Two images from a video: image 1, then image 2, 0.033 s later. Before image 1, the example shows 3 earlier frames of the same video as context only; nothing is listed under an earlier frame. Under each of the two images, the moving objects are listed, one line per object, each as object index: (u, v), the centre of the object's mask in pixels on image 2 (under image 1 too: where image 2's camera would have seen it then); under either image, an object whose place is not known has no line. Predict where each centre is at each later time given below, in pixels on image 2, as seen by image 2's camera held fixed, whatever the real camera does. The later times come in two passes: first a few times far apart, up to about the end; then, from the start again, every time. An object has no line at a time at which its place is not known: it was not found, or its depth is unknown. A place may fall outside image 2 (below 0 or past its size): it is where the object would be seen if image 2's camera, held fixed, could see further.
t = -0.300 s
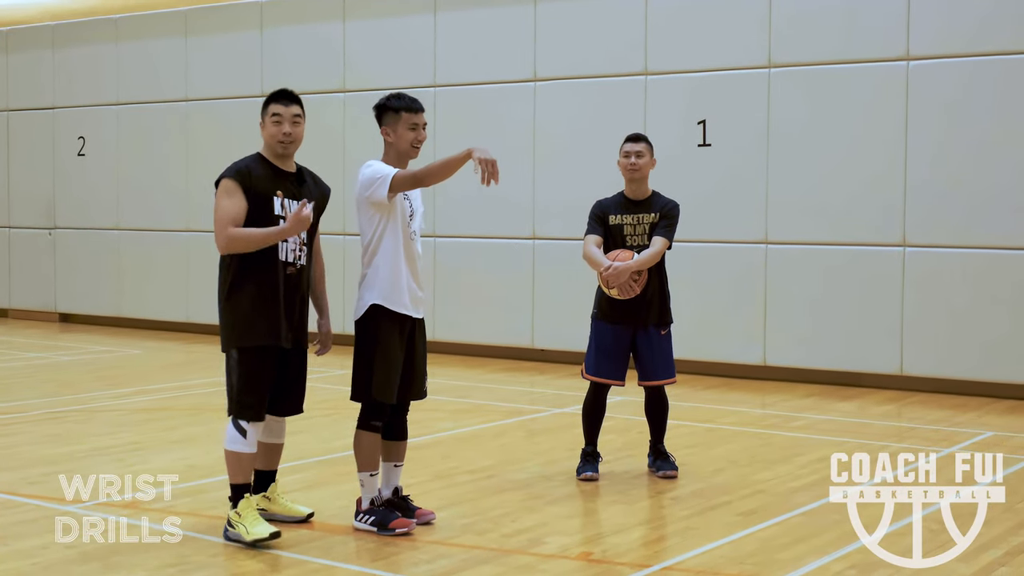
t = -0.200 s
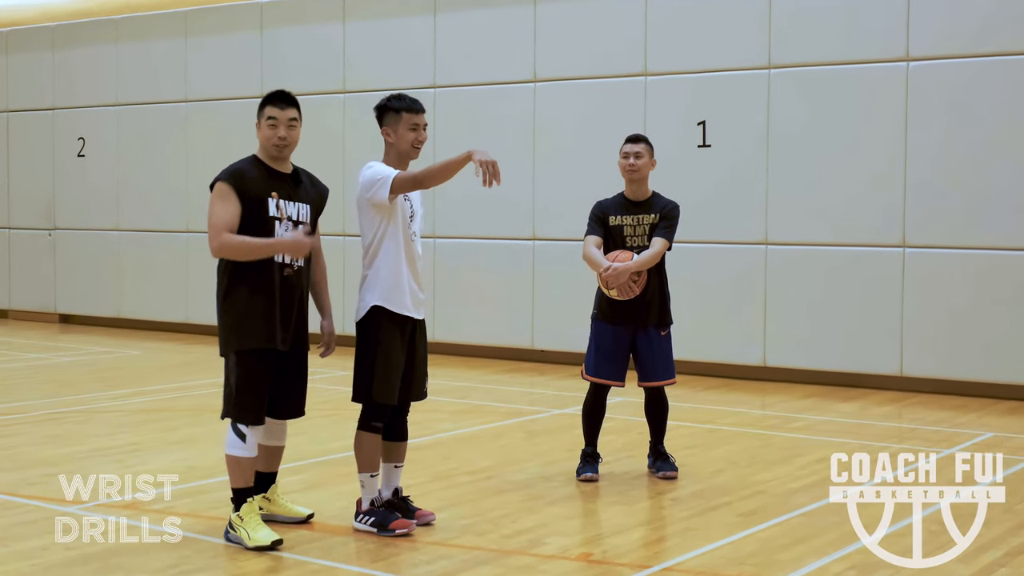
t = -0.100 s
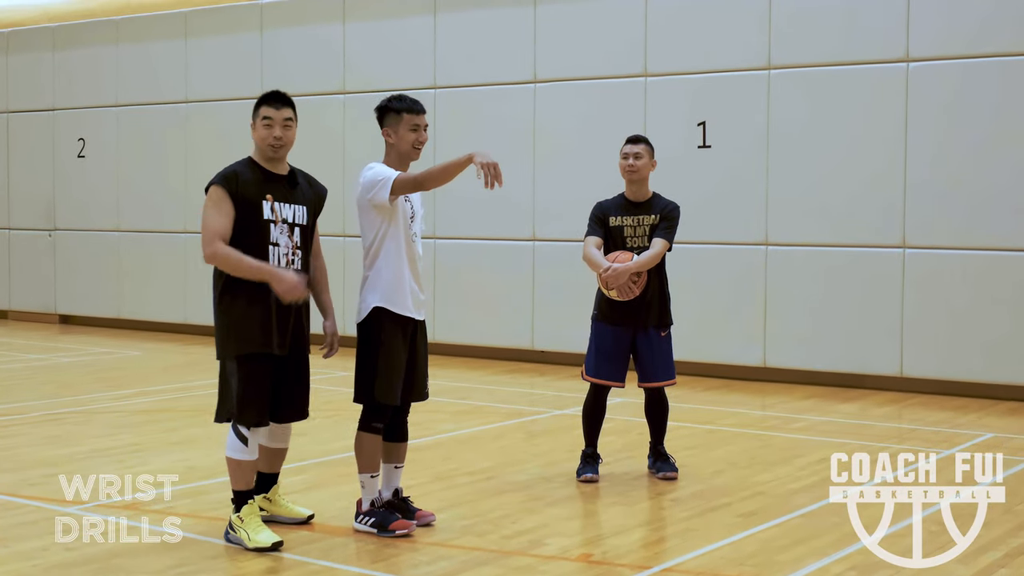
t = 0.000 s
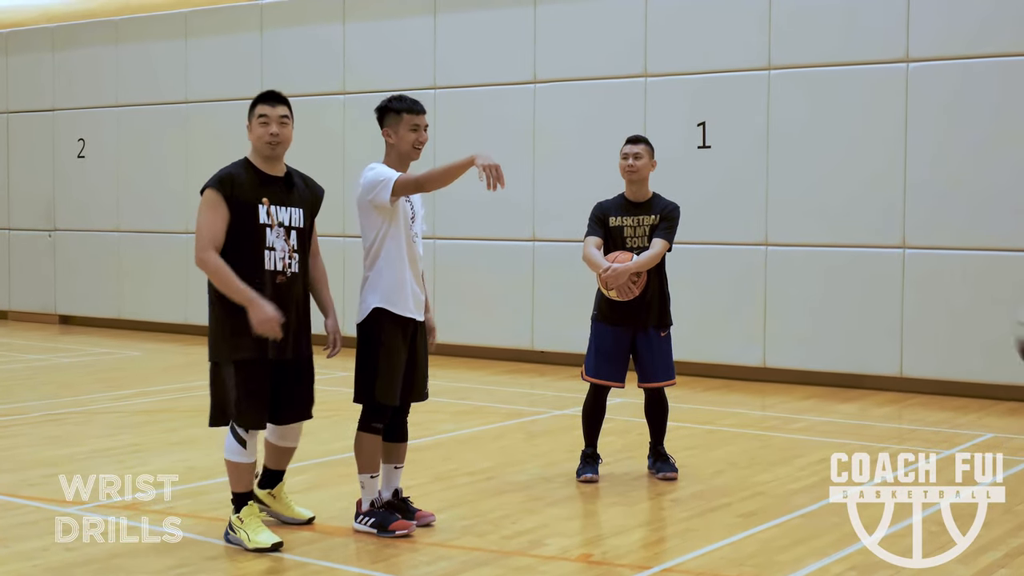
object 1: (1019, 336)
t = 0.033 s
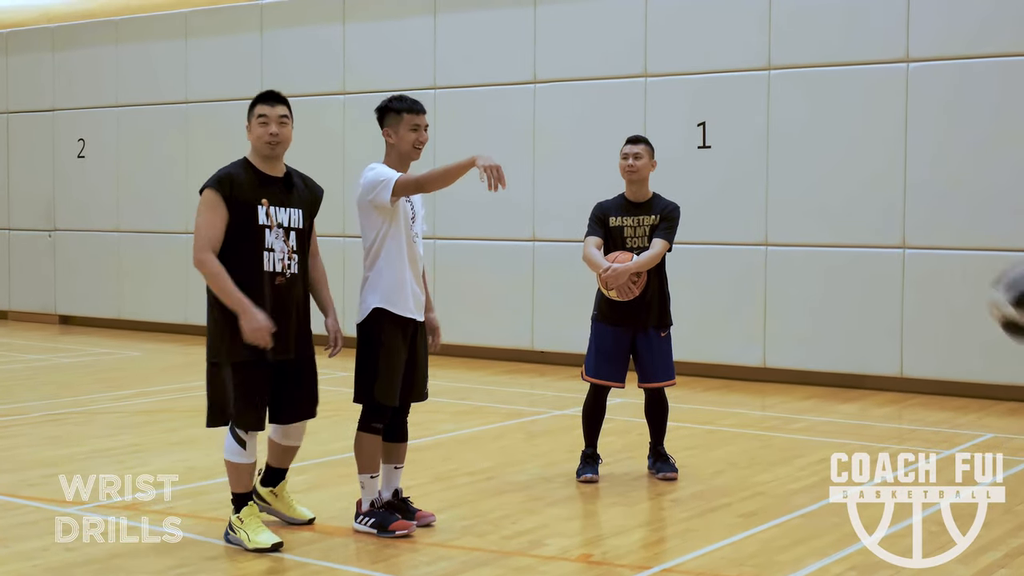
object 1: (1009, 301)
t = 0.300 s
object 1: (841, 157)
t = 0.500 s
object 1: (713, 190)
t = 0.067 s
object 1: (996, 271)
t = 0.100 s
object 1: (983, 244)
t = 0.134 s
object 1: (959, 220)
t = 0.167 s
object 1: (934, 201)
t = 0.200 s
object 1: (910, 185)
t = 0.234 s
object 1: (887, 172)
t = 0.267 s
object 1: (864, 163)
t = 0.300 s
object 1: (841, 157)
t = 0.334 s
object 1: (819, 154)
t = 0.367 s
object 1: (797, 155)
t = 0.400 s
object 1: (777, 160)
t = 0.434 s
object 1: (754, 166)
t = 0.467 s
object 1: (732, 177)
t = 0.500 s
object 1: (713, 190)
